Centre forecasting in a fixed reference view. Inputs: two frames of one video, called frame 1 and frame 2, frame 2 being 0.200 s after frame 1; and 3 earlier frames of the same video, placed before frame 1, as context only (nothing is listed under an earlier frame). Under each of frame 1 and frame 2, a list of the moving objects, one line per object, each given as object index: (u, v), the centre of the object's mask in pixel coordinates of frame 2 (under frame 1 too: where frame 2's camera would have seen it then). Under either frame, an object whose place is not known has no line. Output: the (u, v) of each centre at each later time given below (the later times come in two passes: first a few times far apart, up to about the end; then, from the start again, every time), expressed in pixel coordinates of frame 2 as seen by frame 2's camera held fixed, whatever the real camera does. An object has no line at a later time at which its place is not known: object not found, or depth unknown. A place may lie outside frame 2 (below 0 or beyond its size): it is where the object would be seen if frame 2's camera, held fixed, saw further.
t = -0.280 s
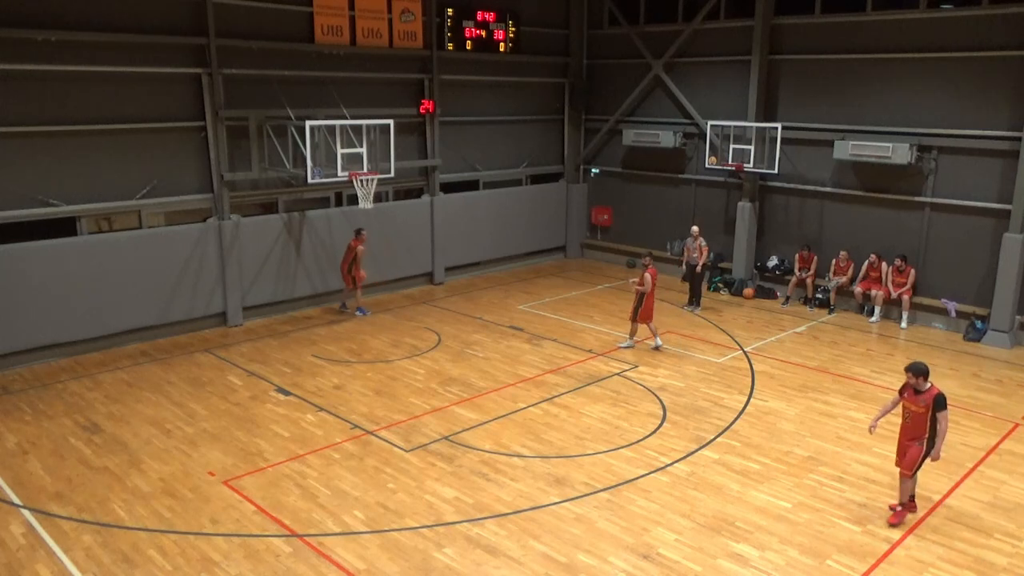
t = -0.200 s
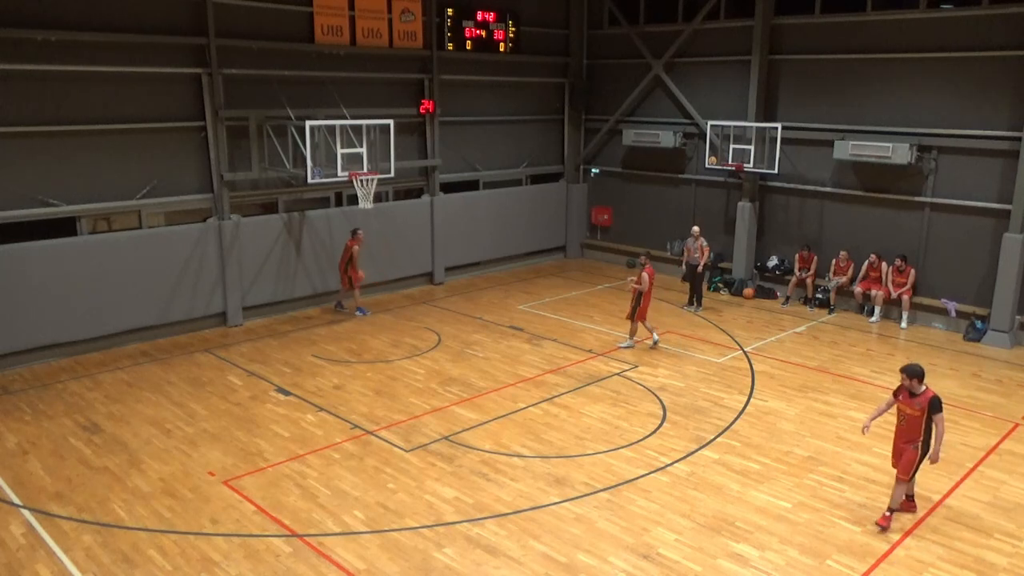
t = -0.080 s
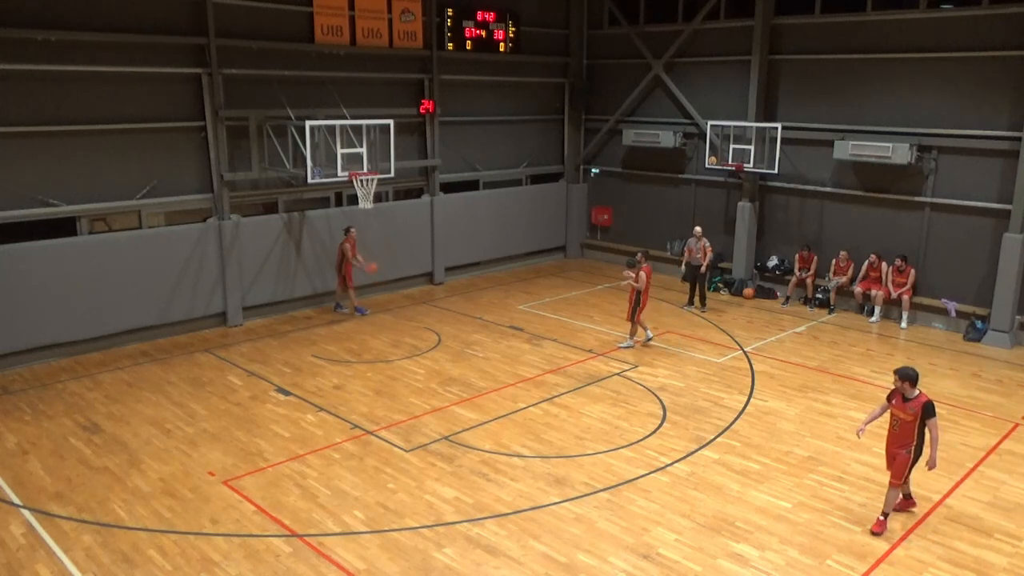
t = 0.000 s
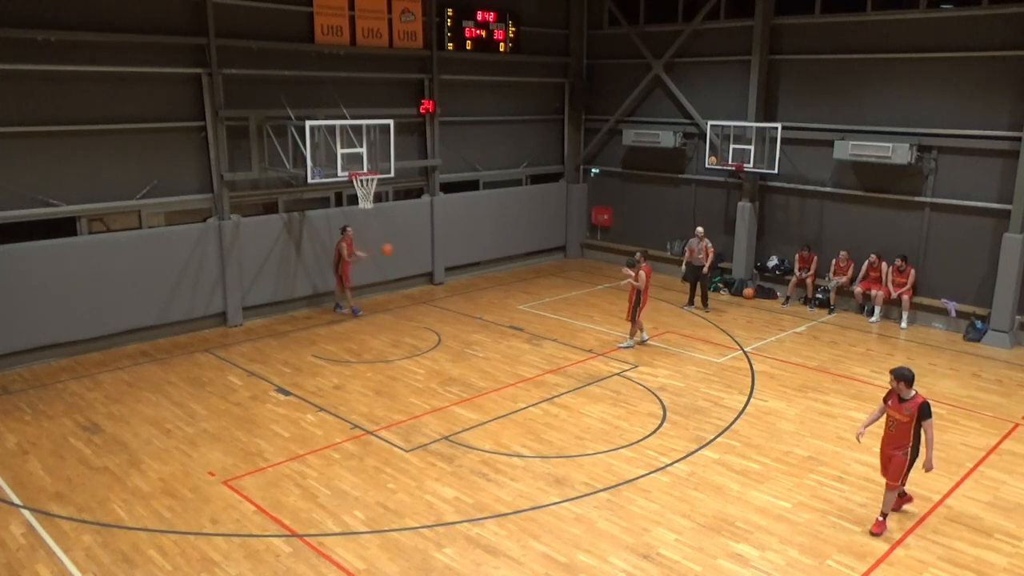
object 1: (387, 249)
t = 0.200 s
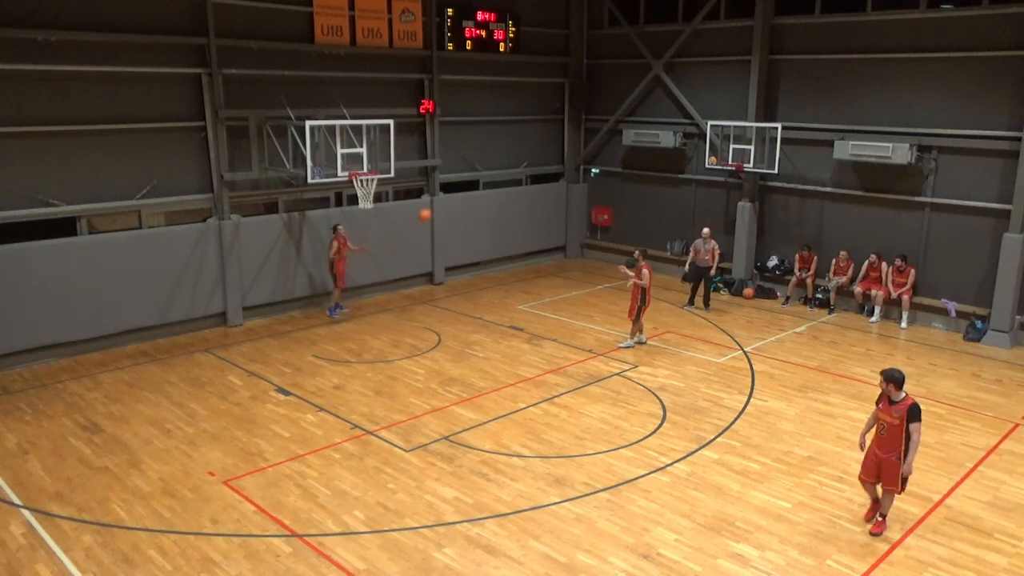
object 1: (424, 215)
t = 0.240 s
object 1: (432, 210)
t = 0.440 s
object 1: (471, 197)
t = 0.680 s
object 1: (519, 210)
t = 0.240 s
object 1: (432, 210)
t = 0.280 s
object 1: (440, 206)
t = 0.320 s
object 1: (448, 203)
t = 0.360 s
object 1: (456, 200)
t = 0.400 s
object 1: (463, 198)
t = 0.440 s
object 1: (471, 197)
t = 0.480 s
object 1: (479, 197)
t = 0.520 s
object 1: (487, 198)
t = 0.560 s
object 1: (495, 200)
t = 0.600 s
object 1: (503, 202)
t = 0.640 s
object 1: (511, 206)
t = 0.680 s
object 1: (519, 210)
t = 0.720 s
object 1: (527, 215)
